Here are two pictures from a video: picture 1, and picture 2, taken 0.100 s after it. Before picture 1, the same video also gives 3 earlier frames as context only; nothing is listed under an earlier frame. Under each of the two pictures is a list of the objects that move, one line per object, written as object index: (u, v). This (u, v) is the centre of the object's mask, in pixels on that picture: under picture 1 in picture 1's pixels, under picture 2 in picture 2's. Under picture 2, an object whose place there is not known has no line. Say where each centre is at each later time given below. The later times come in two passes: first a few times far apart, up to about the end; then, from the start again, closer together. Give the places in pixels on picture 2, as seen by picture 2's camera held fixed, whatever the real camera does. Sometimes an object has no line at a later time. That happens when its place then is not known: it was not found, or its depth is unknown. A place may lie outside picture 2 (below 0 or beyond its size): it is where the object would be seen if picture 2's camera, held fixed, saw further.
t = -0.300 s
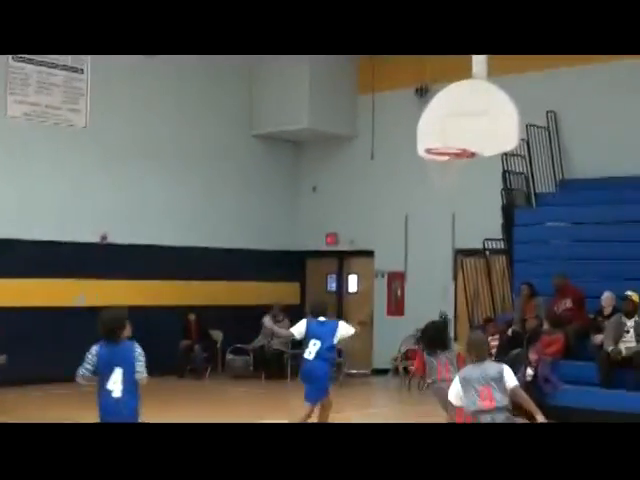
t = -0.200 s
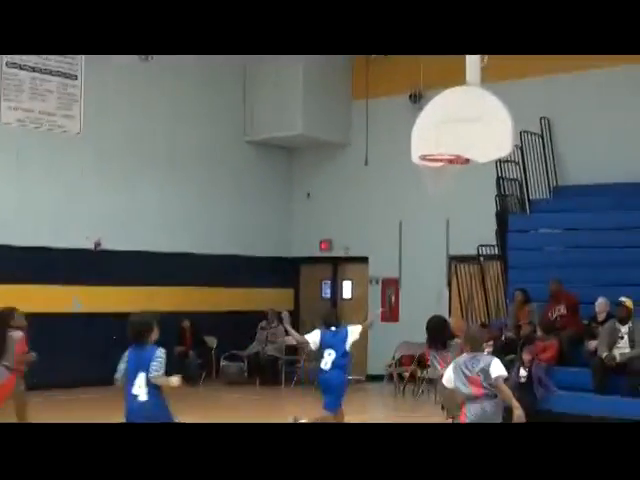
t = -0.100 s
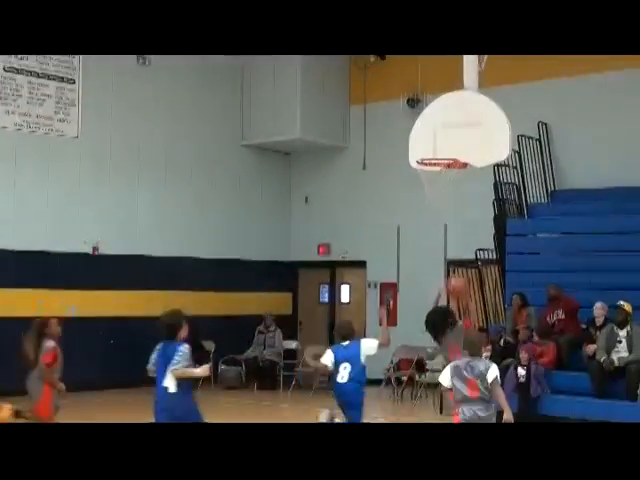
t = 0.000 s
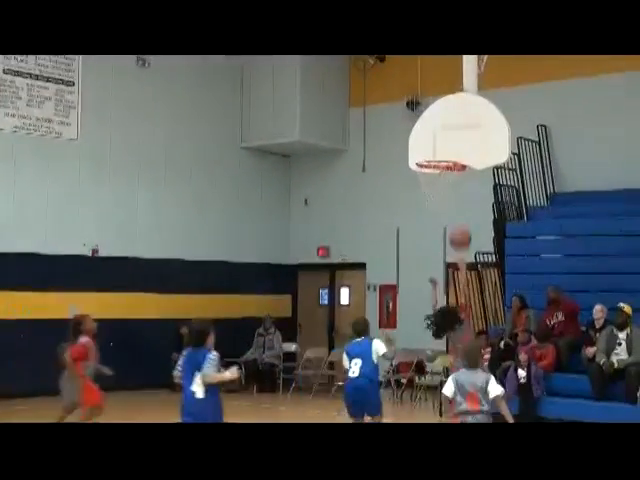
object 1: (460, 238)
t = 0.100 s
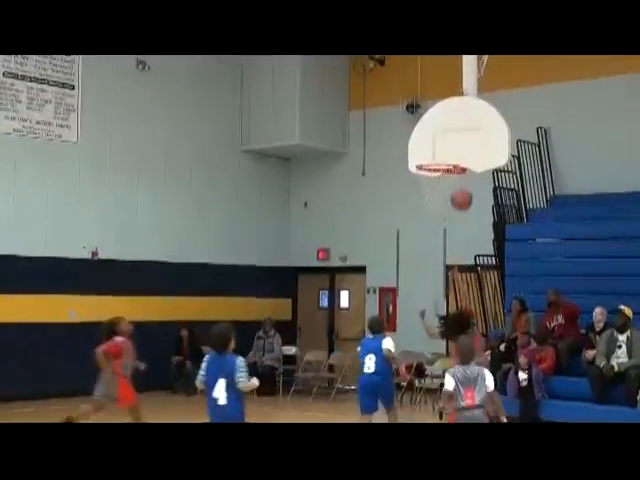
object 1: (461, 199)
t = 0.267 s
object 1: (463, 153)
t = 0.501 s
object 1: (461, 134)
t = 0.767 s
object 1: (434, 163)
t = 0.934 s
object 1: (439, 182)
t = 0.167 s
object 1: (462, 177)
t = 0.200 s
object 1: (462, 168)
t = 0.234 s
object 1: (462, 162)
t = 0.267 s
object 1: (463, 153)
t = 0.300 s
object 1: (463, 147)
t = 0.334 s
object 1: (463, 143)
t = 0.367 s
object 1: (464, 139)
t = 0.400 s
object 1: (464, 136)
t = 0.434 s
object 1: (464, 135)
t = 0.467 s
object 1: (465, 134)
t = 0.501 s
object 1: (461, 134)
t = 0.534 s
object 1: (457, 135)
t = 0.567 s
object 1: (453, 137)
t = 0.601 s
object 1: (449, 139)
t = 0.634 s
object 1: (445, 143)
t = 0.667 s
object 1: (441, 148)
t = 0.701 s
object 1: (436, 154)
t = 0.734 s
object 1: (433, 160)
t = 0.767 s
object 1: (434, 163)
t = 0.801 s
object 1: (435, 166)
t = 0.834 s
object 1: (437, 170)
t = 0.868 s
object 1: (439, 174)
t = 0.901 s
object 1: (439, 179)
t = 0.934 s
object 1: (439, 182)
